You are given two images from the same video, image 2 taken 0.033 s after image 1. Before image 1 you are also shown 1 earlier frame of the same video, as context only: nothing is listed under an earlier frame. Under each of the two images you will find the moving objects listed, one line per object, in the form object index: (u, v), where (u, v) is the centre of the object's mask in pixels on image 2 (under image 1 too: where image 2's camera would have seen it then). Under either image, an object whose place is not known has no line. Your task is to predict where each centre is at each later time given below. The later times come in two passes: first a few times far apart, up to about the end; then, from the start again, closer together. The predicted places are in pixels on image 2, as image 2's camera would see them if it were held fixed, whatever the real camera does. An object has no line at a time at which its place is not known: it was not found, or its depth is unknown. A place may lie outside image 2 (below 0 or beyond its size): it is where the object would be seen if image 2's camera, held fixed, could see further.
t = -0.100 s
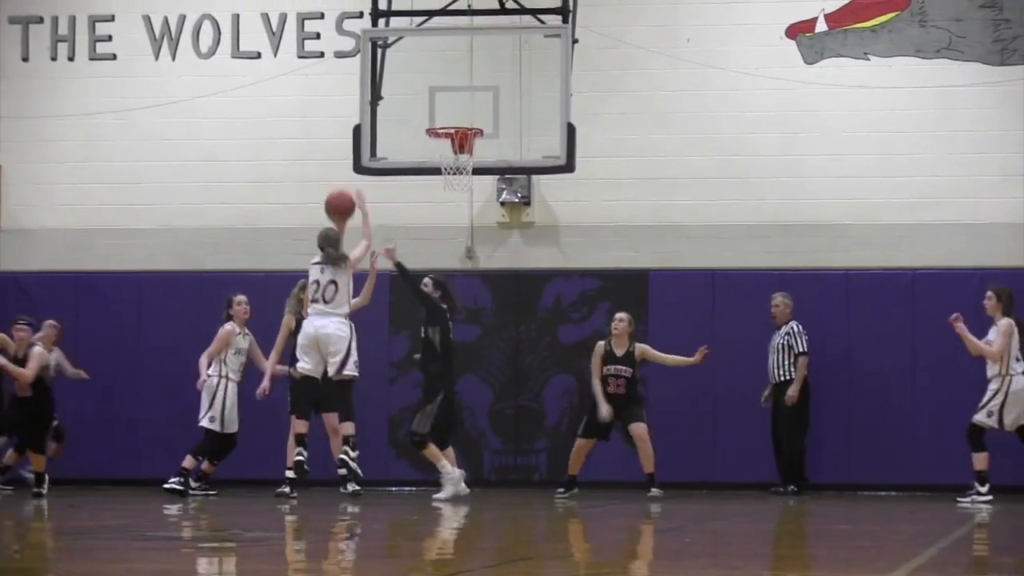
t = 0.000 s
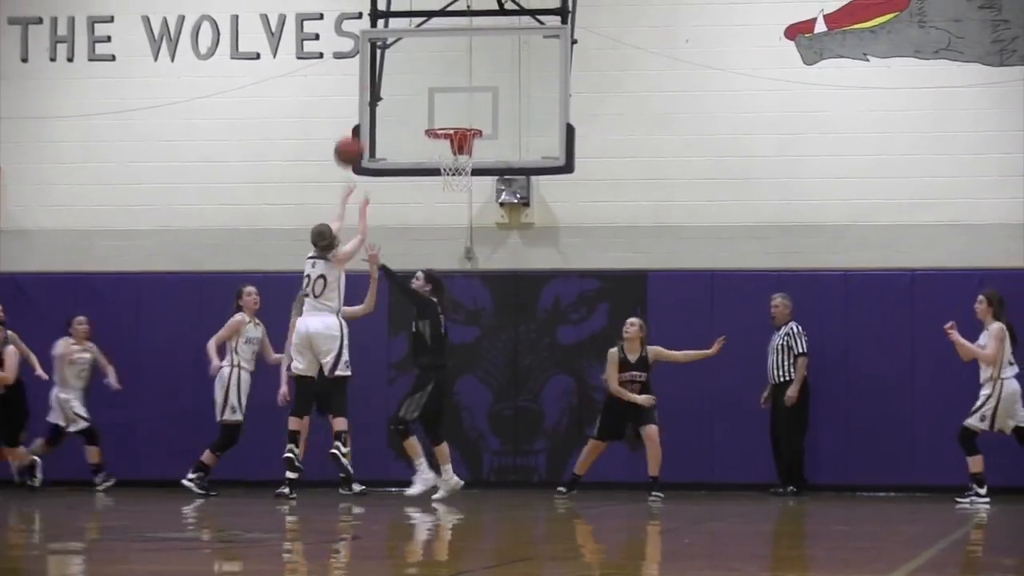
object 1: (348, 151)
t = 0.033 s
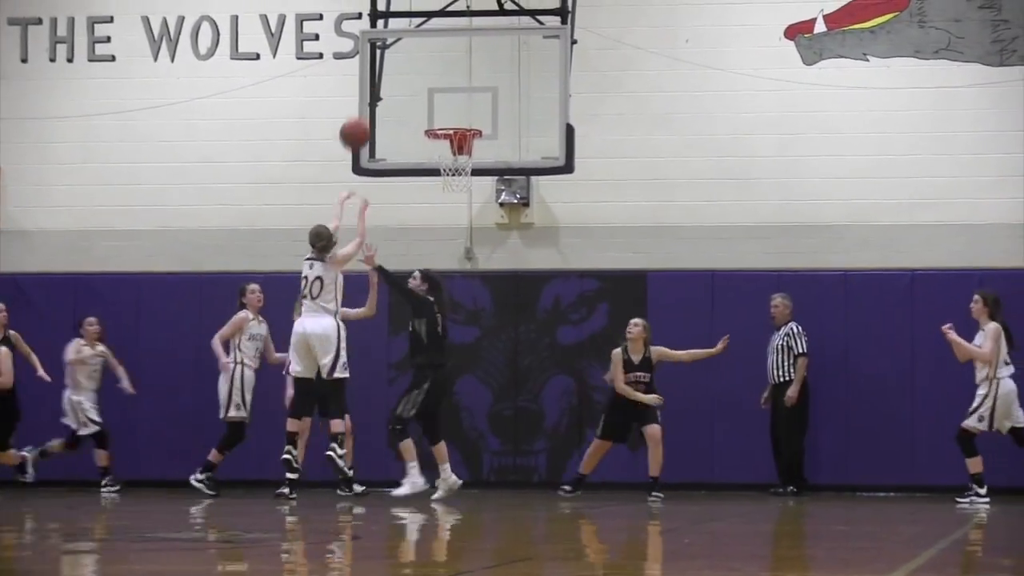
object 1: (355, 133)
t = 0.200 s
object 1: (385, 68)
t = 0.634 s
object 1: (448, 63)
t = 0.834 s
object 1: (469, 123)
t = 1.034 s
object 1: (433, 158)
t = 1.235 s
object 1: (434, 166)
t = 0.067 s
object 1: (360, 117)
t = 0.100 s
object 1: (368, 102)
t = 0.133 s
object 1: (372, 90)
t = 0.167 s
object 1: (377, 79)
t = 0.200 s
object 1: (385, 68)
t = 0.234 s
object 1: (391, 59)
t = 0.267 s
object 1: (397, 52)
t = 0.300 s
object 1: (402, 47)
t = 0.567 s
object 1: (440, 50)
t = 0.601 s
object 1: (444, 56)
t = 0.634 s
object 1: (448, 63)
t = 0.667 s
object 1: (453, 72)
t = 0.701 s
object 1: (457, 82)
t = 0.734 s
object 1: (461, 93)
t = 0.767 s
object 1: (466, 106)
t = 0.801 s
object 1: (470, 117)
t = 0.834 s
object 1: (469, 123)
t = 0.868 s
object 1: (454, 143)
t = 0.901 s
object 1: (455, 148)
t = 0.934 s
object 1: (446, 155)
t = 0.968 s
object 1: (440, 156)
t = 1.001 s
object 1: (437, 157)
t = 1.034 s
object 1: (433, 158)
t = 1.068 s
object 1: (431, 160)
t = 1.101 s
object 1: (429, 159)
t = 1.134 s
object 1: (429, 160)
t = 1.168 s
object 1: (430, 161)
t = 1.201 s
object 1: (432, 163)
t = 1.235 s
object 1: (434, 166)
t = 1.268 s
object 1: (439, 170)
